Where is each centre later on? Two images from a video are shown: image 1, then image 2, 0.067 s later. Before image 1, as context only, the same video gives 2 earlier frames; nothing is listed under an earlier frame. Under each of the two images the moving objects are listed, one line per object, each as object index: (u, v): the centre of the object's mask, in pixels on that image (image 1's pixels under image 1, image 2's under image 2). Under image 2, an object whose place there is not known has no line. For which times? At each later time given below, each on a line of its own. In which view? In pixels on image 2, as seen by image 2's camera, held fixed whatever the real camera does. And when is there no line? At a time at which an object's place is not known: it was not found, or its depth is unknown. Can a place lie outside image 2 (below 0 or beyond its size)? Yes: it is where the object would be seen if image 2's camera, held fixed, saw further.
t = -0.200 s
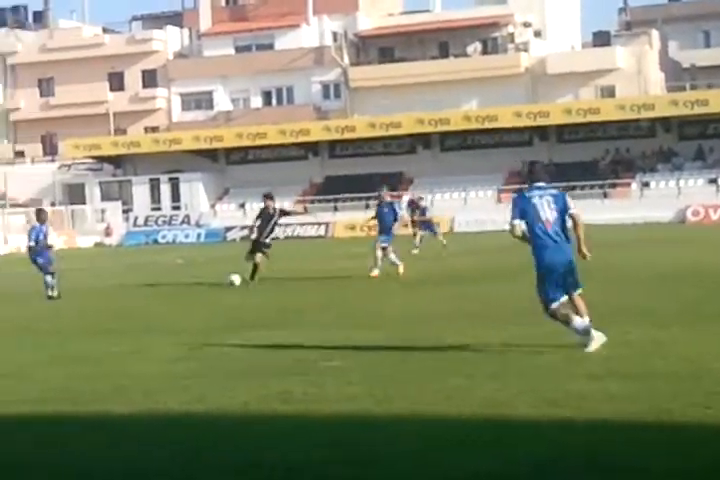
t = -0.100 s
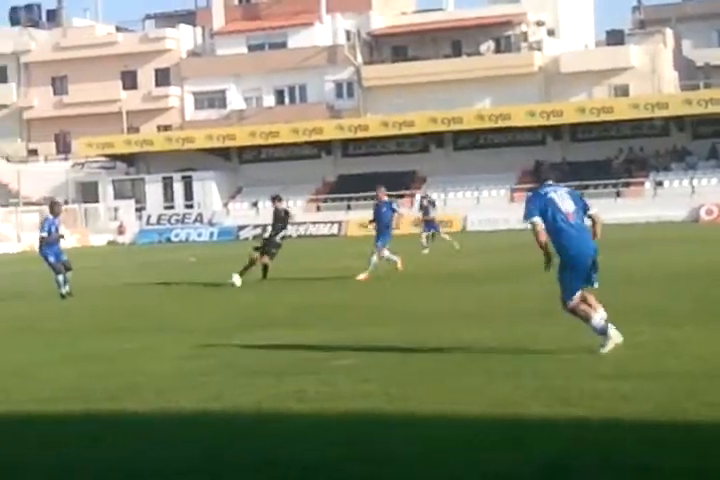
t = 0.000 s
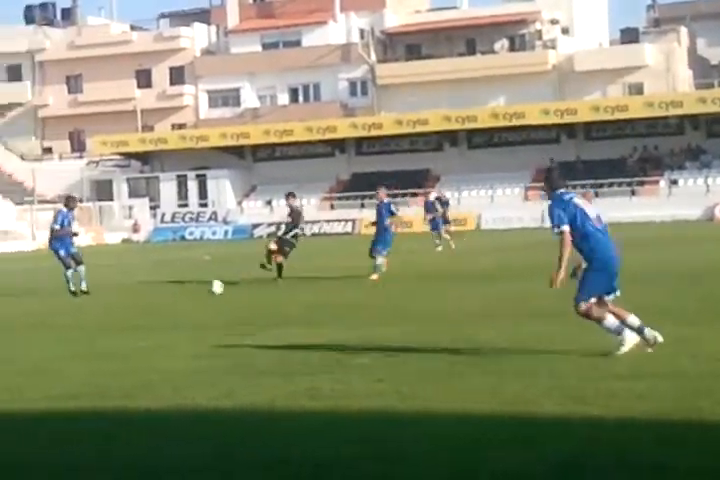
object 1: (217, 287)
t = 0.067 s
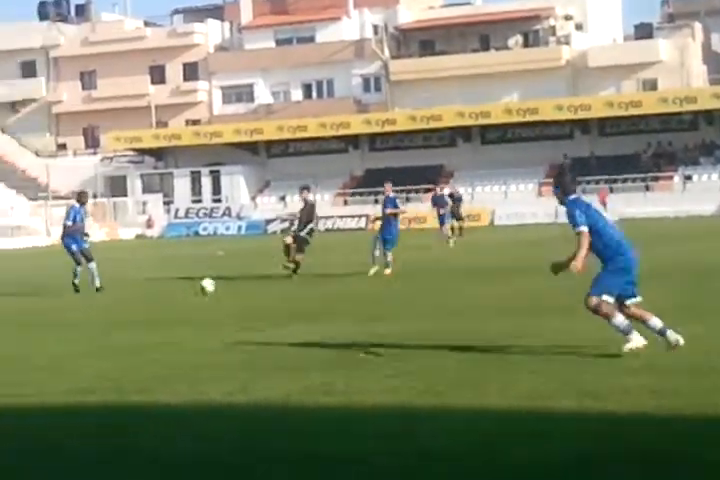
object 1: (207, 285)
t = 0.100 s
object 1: (196, 286)
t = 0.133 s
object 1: (183, 288)
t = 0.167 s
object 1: (171, 293)
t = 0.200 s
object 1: (158, 299)
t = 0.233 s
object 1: (146, 304)
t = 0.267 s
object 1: (133, 304)
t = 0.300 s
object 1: (119, 306)
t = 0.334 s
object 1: (105, 308)
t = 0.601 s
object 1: (-18, 349)
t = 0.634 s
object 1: (-36, 353)
